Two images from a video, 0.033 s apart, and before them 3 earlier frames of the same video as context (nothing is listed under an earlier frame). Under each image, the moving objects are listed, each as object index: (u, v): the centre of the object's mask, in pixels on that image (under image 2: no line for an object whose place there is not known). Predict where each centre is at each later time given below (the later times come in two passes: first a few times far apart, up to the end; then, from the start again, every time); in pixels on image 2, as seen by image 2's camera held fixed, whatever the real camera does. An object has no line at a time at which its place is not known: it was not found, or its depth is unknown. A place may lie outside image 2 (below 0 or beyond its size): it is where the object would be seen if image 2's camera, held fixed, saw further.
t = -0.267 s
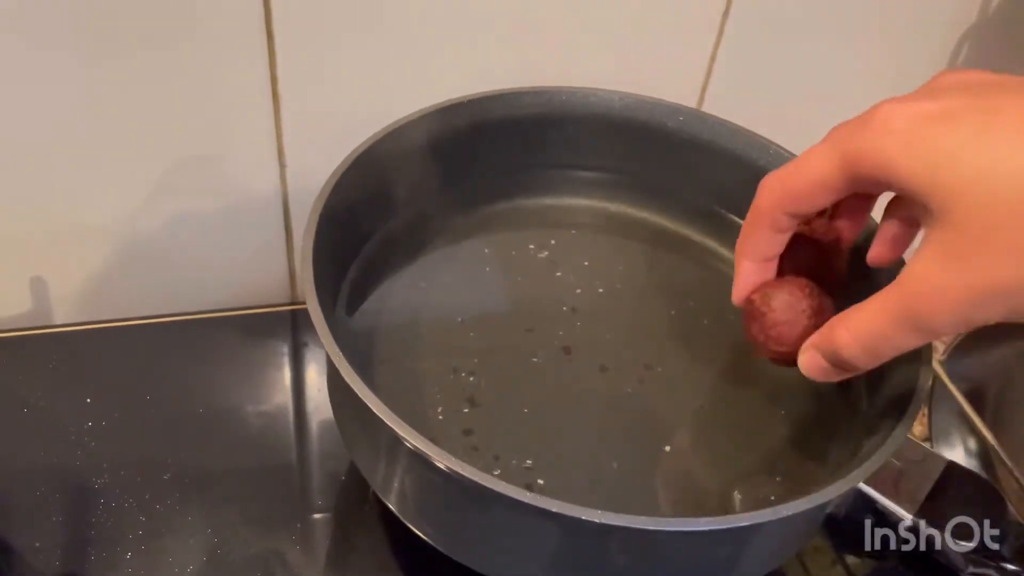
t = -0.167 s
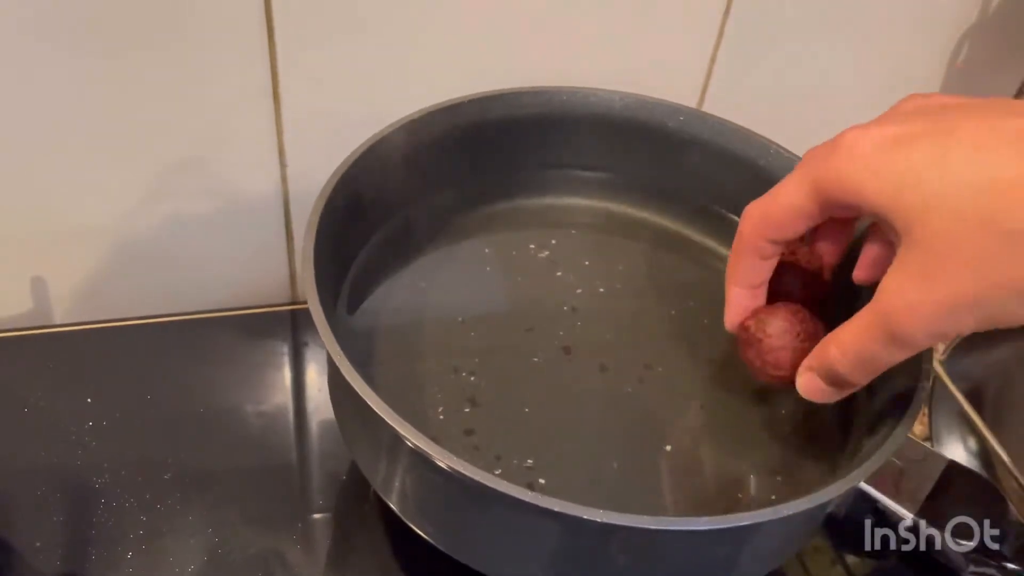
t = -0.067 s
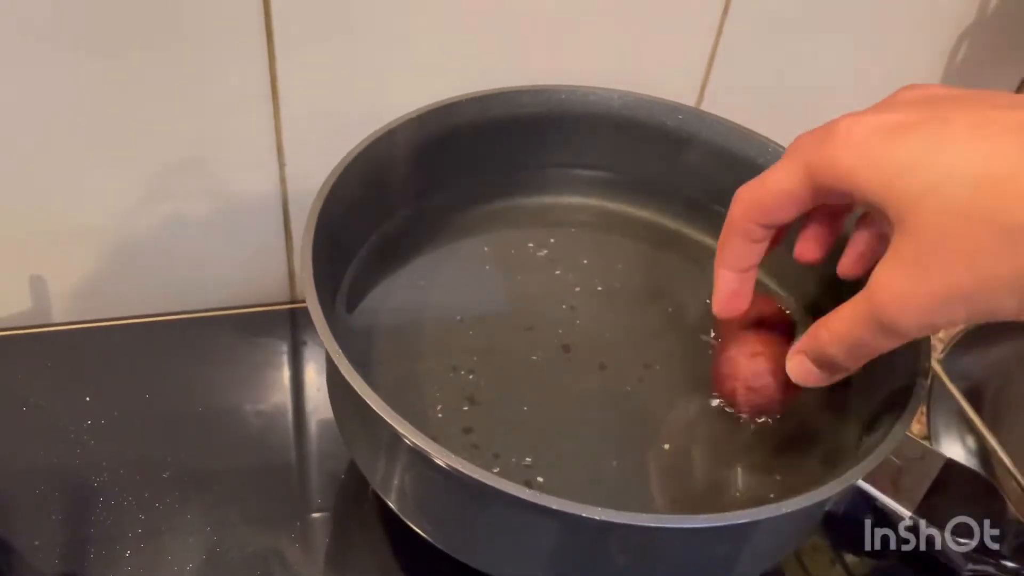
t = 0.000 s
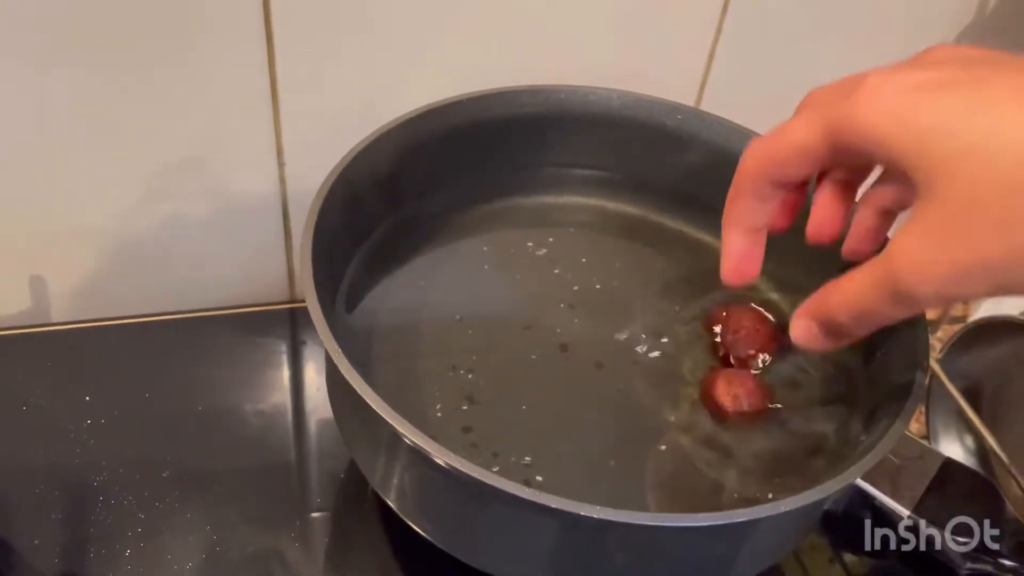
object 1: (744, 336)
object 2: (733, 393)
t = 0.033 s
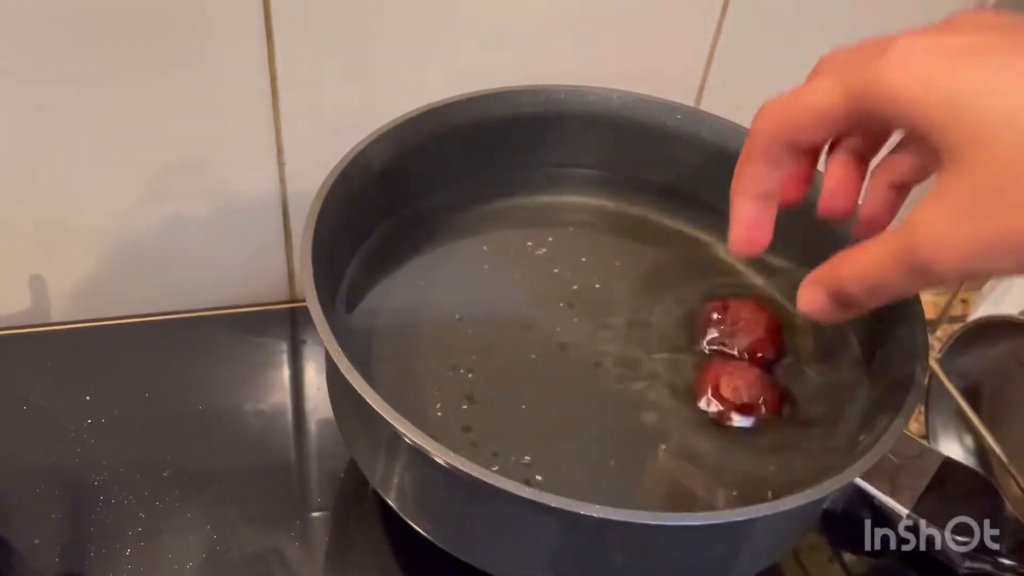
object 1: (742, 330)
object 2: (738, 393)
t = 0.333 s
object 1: (726, 312)
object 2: (730, 391)
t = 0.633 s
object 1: (717, 304)
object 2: (725, 387)
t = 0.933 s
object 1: (699, 298)
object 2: (707, 389)
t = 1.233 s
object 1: (699, 293)
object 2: (708, 387)
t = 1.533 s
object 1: (686, 288)
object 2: (694, 391)
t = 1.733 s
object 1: (687, 281)
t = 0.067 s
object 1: (738, 322)
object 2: (739, 385)
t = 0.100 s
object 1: (737, 313)
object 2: (737, 381)
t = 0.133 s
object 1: (734, 310)
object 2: (734, 377)
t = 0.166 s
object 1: (729, 312)
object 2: (732, 378)
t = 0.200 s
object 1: (727, 318)
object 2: (728, 384)
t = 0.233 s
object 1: (727, 318)
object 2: (726, 389)
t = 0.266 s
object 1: (725, 319)
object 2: (725, 394)
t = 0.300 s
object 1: (726, 316)
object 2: (726, 394)
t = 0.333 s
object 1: (726, 312)
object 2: (730, 391)
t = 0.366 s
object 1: (724, 309)
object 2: (730, 384)
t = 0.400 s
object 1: (723, 305)
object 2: (729, 383)
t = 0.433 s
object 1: (721, 305)
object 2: (727, 382)
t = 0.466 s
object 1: (719, 305)
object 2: (726, 383)
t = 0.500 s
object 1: (719, 308)
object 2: (725, 386)
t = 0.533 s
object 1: (718, 310)
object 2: (725, 388)
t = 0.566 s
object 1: (718, 310)
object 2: (725, 390)
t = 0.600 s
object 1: (719, 307)
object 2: (726, 389)
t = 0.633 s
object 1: (717, 304)
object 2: (725, 387)
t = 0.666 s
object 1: (715, 302)
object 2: (723, 384)
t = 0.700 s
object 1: (712, 301)
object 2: (720, 383)
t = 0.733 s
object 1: (710, 300)
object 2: (717, 382)
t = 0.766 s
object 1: (707, 300)
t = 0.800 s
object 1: (706, 300)
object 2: (712, 385)
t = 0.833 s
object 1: (704, 300)
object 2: (710, 388)
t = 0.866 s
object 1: (703, 300)
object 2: (709, 389)
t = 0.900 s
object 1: (701, 300)
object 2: (708, 389)
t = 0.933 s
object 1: (699, 298)
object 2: (707, 389)
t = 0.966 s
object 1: (697, 297)
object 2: (705, 387)
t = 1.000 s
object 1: (697, 294)
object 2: (705, 386)
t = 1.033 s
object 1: (695, 295)
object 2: (703, 385)
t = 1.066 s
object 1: (696, 294)
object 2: (704, 384)
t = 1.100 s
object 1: (696, 293)
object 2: (705, 384)
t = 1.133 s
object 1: (698, 293)
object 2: (708, 385)
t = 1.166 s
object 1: (699, 293)
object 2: (709, 386)
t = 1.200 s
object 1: (699, 294)
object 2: (710, 386)
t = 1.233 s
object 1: (699, 293)
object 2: (708, 387)
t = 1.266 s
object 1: (698, 292)
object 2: (706, 387)
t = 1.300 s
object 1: (696, 291)
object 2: (705, 386)
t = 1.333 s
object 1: (694, 289)
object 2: (703, 384)
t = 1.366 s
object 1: (693, 287)
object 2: (703, 383)
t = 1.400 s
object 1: (692, 285)
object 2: (702, 383)
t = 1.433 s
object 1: (691, 286)
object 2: (700, 384)
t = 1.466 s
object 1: (689, 286)
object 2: (698, 386)
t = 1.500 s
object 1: (688, 287)
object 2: (695, 389)
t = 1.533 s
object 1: (686, 288)
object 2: (694, 391)
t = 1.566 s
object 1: (685, 289)
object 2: (693, 390)
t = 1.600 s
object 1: (685, 287)
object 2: (694, 387)
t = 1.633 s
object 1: (687, 282)
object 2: (696, 384)
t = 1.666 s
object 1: (687, 282)
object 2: (696, 382)
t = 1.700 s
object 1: (687, 281)
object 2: (696, 382)
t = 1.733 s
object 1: (687, 281)
